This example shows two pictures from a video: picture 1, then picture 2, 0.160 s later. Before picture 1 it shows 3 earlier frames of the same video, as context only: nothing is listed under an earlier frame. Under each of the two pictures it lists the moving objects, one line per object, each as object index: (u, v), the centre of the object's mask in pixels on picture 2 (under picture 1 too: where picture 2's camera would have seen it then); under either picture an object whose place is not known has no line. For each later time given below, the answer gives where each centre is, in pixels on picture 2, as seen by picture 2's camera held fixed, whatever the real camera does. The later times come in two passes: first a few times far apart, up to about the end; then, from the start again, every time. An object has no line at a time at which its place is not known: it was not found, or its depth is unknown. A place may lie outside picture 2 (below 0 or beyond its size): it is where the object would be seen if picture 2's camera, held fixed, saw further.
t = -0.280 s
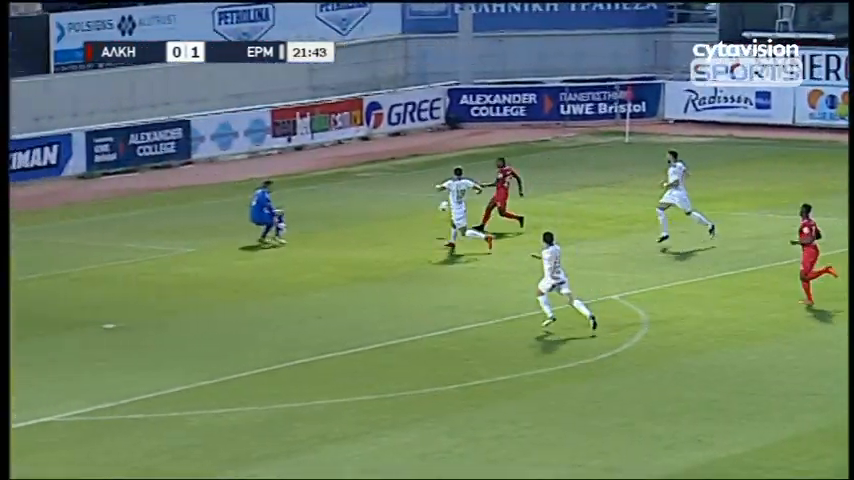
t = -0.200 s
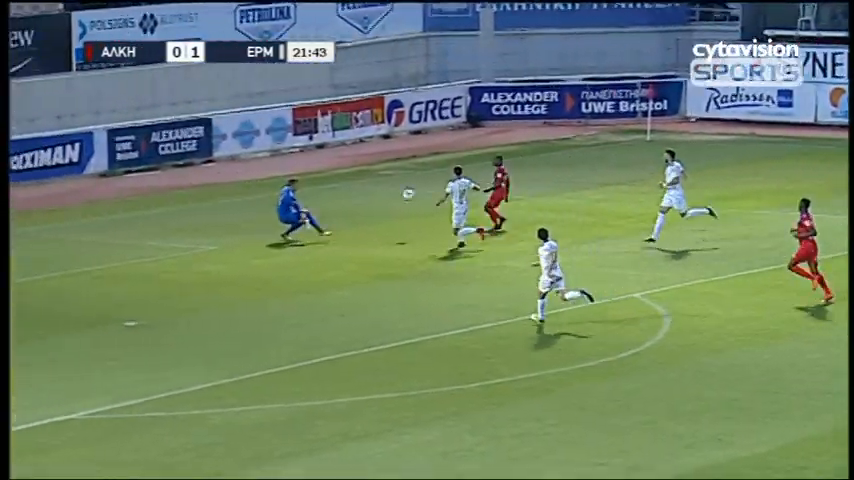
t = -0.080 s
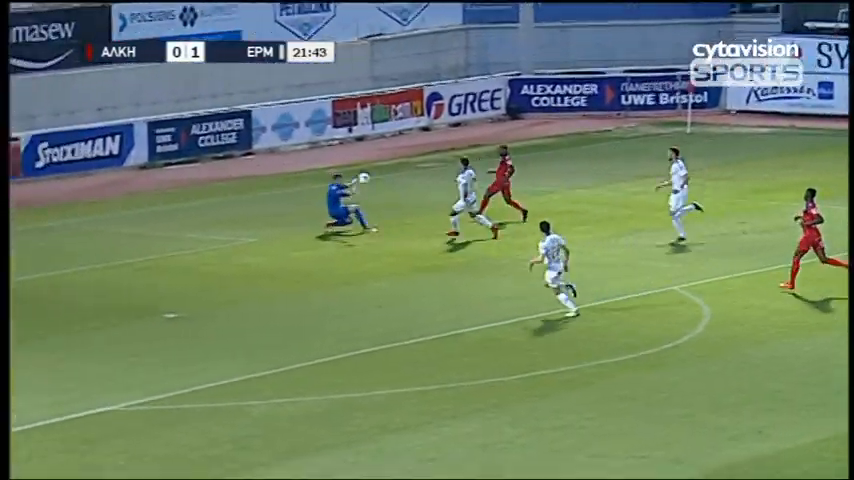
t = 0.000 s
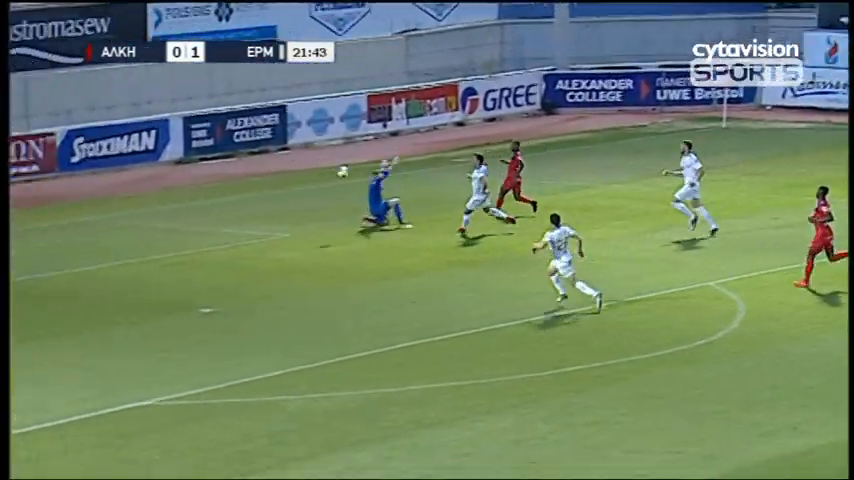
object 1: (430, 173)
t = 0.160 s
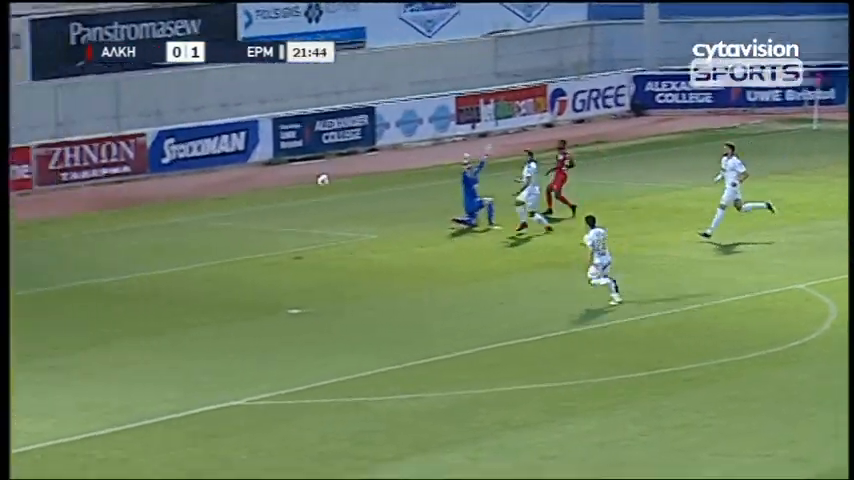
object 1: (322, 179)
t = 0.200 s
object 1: (296, 183)
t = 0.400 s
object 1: (166, 217)
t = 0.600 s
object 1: (39, 269)
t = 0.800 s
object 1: (-64, 243)
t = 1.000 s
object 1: (-167, 241)
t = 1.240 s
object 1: (-293, 273)
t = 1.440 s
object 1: (-398, 324)
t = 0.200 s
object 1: (296, 183)
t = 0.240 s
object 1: (270, 188)
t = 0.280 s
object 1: (244, 194)
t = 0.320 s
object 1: (218, 200)
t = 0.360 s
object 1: (192, 208)
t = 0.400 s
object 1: (166, 217)
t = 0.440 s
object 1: (140, 226)
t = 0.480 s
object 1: (115, 236)
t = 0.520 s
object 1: (88, 248)
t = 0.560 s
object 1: (63, 260)
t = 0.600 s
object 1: (39, 269)
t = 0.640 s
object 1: (19, 262)
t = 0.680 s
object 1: (-3, 256)
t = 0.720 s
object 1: (-23, 251)
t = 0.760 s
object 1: (-43, 246)
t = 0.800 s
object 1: (-64, 243)
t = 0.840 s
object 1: (-85, 240)
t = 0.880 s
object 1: (-105, 239)
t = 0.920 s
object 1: (-126, 238)
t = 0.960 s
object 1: (-146, 239)
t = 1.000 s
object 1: (-167, 241)
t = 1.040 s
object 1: (-189, 243)
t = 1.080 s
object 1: (-210, 247)
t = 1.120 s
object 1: (-230, 252)
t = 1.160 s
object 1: (-251, 257)
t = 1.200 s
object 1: (-272, 265)
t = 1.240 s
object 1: (-293, 273)
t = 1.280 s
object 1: (-314, 282)
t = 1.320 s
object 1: (-335, 293)
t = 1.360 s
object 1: (-356, 305)
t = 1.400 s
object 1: (-377, 317)
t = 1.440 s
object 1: (-398, 324)
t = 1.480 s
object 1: (-415, 320)
